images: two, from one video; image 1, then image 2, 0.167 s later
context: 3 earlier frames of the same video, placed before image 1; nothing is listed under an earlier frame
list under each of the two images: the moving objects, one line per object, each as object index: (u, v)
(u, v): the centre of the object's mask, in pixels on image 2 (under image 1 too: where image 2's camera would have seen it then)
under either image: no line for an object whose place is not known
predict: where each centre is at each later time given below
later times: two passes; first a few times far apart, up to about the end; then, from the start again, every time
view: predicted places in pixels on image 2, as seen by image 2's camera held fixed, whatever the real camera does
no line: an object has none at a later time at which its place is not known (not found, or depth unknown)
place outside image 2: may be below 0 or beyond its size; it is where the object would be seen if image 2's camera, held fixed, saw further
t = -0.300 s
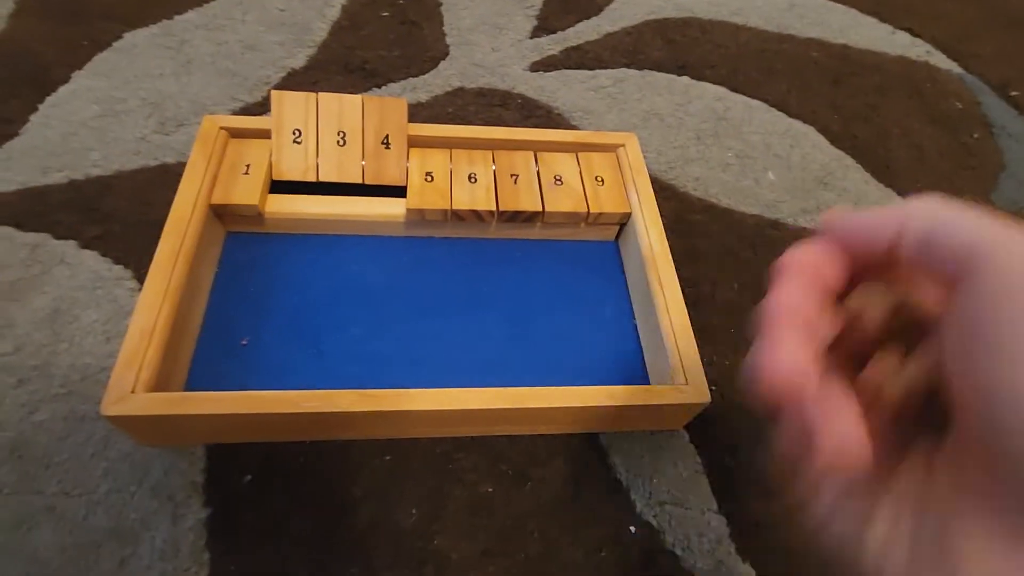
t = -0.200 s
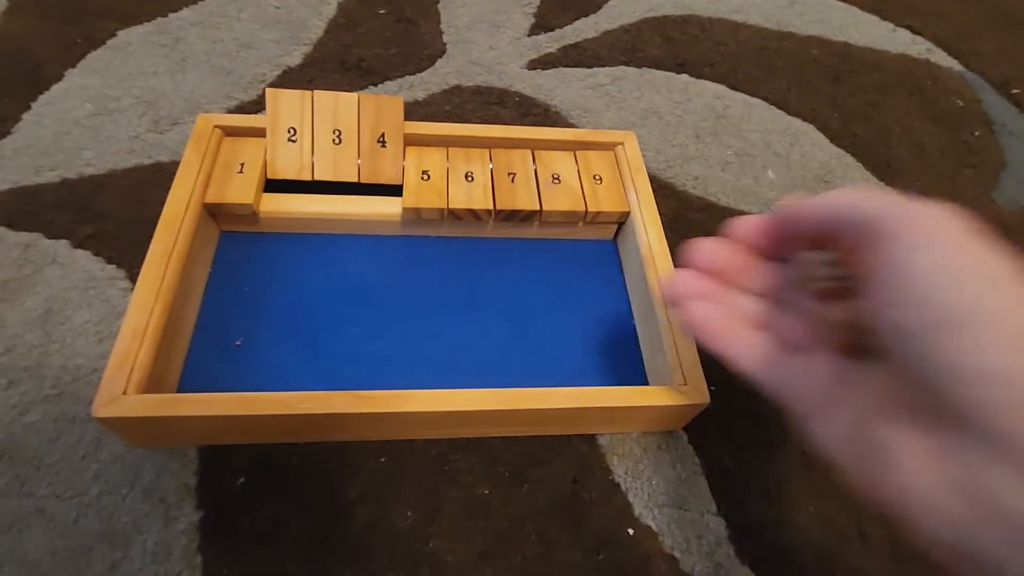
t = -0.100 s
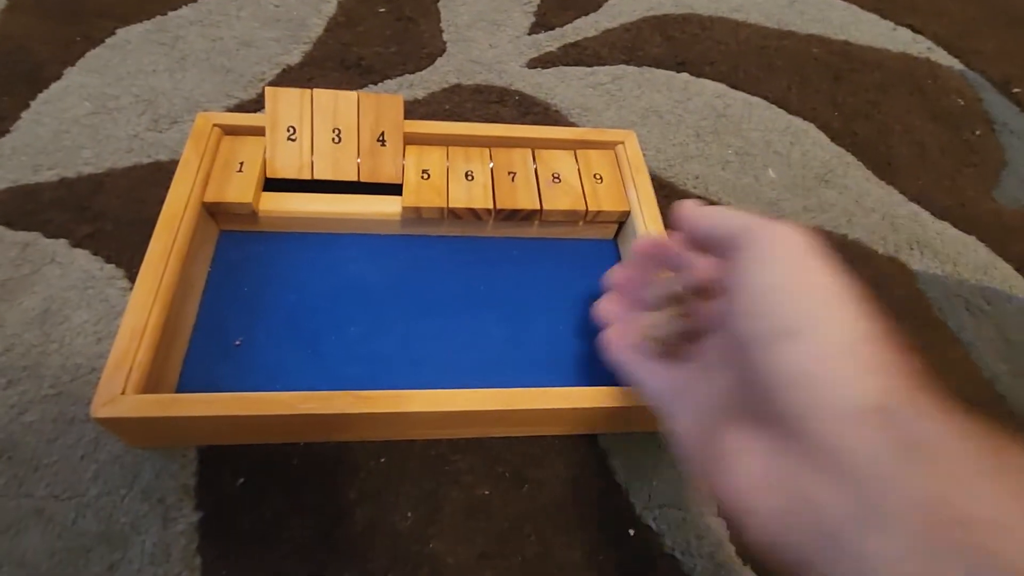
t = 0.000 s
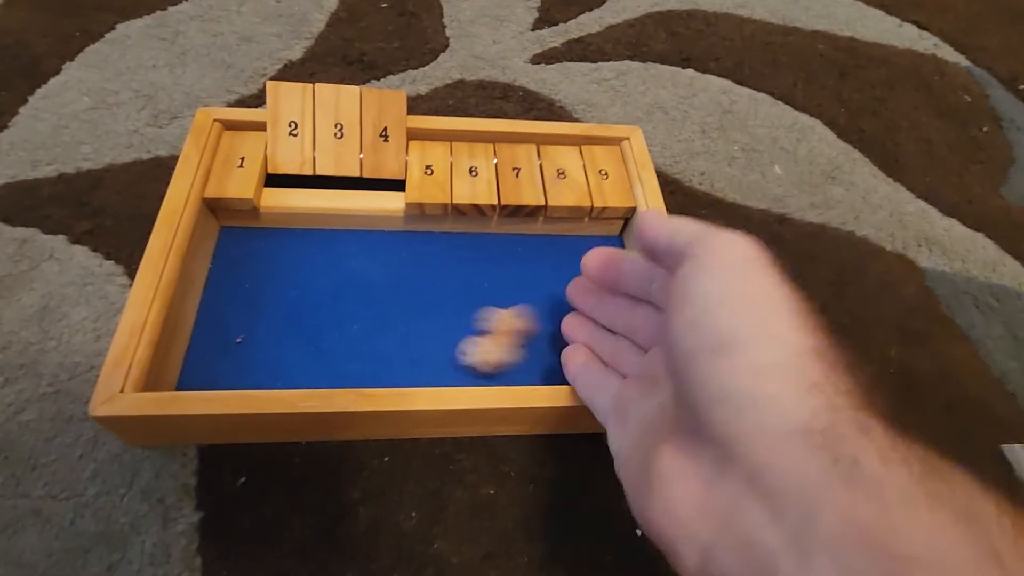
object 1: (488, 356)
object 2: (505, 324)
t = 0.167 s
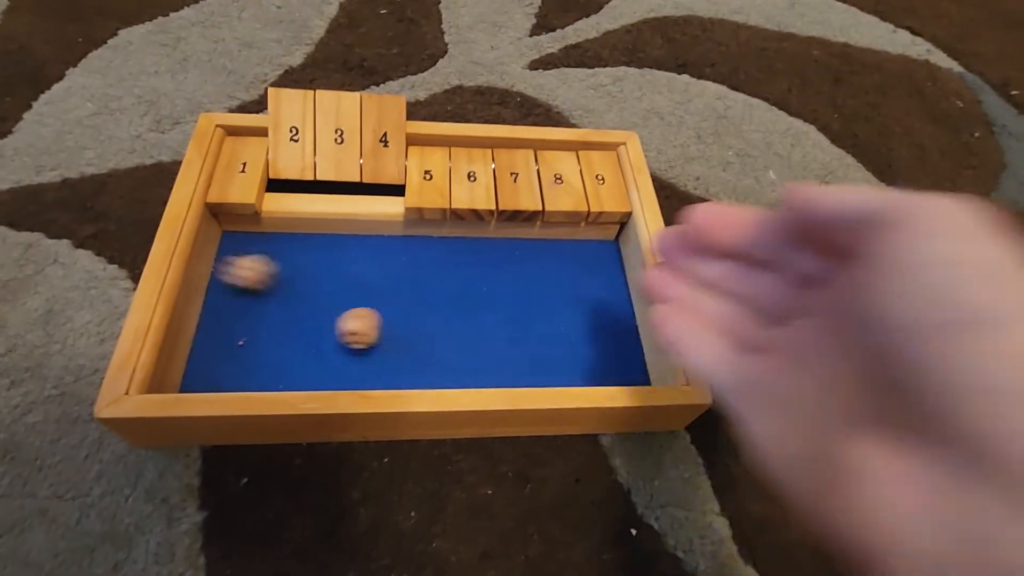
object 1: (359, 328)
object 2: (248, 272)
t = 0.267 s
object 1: (308, 316)
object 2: (290, 237)
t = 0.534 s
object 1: (227, 299)
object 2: (336, 266)
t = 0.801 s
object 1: (224, 291)
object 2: (336, 266)
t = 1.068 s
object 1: (241, 288)
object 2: (336, 266)
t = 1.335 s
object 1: (241, 288)
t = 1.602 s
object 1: (241, 288)
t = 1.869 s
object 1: (241, 289)
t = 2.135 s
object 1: (241, 289)
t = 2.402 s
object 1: (241, 289)
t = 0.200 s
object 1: (344, 328)
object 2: (236, 258)
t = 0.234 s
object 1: (326, 322)
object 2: (265, 247)
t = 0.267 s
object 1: (308, 316)
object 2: (290, 237)
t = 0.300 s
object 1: (294, 311)
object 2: (304, 238)
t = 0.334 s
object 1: (283, 305)
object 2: (317, 246)
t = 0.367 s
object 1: (270, 301)
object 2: (325, 250)
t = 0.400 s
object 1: (258, 299)
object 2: (332, 255)
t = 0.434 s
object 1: (244, 300)
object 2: (336, 260)
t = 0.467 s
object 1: (234, 300)
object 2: (339, 263)
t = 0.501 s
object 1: (229, 300)
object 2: (337, 266)
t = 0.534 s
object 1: (227, 299)
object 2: (336, 266)
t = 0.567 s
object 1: (225, 297)
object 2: (336, 266)
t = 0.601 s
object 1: (224, 296)
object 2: (336, 266)
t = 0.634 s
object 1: (224, 295)
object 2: (336, 266)
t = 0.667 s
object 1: (224, 295)
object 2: (336, 266)
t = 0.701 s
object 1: (224, 294)
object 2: (336, 266)
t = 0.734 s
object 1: (223, 293)
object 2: (336, 266)
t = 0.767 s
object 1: (223, 292)
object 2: (336, 266)
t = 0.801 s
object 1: (224, 291)
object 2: (336, 266)
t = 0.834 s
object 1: (227, 290)
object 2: (336, 266)
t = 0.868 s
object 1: (233, 288)
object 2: (336, 266)
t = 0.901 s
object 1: (241, 289)
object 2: (336, 266)
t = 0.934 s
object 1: (245, 289)
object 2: (336, 266)
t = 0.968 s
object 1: (243, 289)
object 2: (336, 266)
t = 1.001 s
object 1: (240, 287)
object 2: (336, 266)
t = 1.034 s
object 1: (241, 288)
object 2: (336, 266)
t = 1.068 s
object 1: (241, 288)
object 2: (336, 266)
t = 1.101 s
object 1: (241, 288)
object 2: (336, 266)
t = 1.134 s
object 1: (241, 288)
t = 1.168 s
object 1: (241, 288)
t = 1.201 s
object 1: (241, 288)
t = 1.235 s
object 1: (241, 288)
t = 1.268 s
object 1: (241, 288)
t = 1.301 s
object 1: (241, 288)
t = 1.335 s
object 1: (241, 288)
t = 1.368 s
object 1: (241, 288)
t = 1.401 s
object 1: (241, 288)
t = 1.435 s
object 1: (241, 288)
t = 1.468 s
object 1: (241, 288)
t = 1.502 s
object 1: (241, 288)
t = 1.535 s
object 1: (241, 288)
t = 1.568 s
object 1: (241, 288)
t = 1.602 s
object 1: (241, 288)
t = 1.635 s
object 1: (241, 288)
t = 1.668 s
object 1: (241, 288)
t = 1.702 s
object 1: (241, 288)
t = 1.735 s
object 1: (241, 289)
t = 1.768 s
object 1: (241, 289)
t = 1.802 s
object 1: (241, 289)
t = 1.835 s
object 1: (241, 289)
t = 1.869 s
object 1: (241, 289)
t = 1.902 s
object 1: (241, 289)
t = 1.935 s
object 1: (241, 289)
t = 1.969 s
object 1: (241, 289)
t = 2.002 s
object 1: (241, 289)
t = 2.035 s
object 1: (241, 289)
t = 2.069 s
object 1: (241, 289)
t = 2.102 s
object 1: (241, 289)
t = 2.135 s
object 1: (241, 289)
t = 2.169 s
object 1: (241, 289)
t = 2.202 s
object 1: (241, 289)
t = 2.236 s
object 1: (241, 289)
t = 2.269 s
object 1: (241, 289)
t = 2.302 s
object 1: (241, 289)
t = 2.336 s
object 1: (241, 289)
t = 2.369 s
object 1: (241, 289)
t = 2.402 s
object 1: (241, 289)
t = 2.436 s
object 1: (241, 289)
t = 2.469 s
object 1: (241, 289)
